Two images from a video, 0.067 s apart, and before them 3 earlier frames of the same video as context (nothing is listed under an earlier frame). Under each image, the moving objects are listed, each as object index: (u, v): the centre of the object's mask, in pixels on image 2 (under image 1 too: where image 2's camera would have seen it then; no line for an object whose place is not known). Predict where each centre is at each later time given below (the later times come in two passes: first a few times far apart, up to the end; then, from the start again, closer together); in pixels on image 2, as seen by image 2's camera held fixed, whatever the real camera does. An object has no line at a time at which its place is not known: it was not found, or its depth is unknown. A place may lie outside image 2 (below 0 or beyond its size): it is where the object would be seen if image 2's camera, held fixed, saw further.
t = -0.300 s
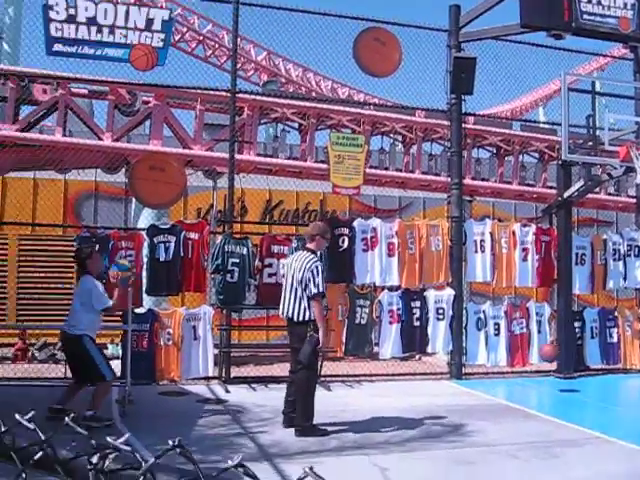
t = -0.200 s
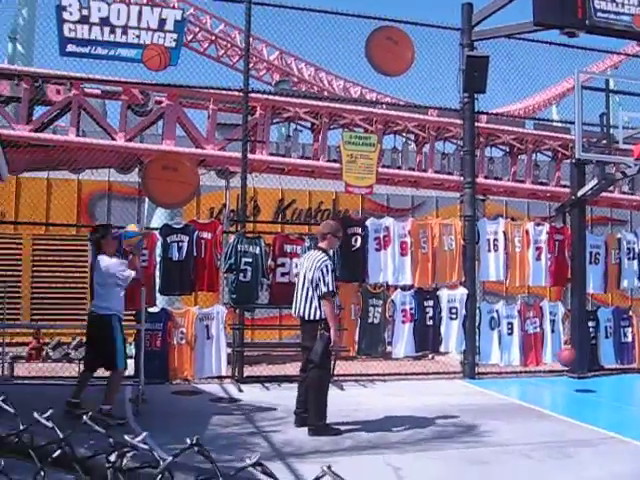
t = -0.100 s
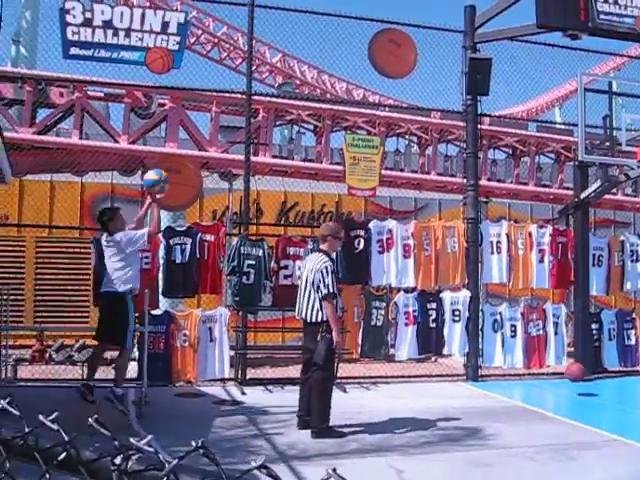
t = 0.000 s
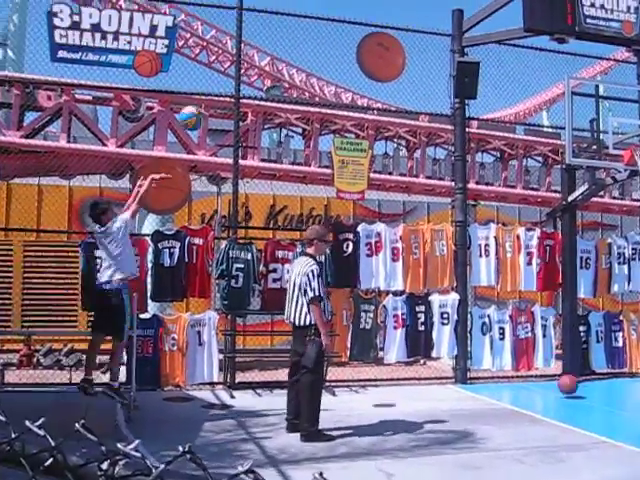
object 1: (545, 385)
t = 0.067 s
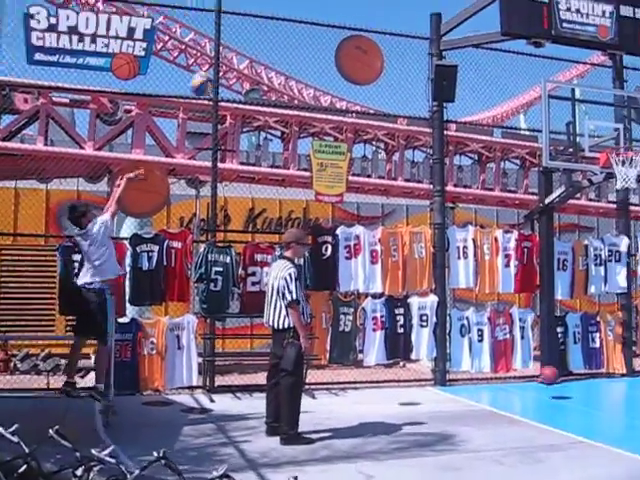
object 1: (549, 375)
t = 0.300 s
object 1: (560, 369)
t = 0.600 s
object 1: (576, 375)
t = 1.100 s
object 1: (602, 377)
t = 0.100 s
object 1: (550, 372)
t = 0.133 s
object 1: (551, 369)
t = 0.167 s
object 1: (554, 367)
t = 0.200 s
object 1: (555, 367)
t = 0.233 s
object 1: (556, 367)
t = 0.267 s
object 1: (559, 367)
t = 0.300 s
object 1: (560, 369)
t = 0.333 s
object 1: (561, 370)
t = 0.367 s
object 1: (564, 375)
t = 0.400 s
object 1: (566, 380)
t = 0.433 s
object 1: (569, 385)
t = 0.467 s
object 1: (570, 390)
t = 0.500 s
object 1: (572, 385)
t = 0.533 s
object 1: (573, 381)
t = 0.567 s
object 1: (575, 378)
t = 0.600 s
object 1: (576, 375)
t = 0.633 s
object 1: (578, 373)
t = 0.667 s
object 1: (579, 372)
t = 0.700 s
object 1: (581, 372)
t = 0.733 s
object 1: (583, 373)
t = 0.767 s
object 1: (586, 376)
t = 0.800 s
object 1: (588, 378)
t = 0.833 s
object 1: (589, 381)
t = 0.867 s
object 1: (592, 386)
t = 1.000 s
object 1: (598, 380)
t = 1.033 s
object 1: (600, 379)
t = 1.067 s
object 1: (601, 377)
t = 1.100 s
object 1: (602, 377)
